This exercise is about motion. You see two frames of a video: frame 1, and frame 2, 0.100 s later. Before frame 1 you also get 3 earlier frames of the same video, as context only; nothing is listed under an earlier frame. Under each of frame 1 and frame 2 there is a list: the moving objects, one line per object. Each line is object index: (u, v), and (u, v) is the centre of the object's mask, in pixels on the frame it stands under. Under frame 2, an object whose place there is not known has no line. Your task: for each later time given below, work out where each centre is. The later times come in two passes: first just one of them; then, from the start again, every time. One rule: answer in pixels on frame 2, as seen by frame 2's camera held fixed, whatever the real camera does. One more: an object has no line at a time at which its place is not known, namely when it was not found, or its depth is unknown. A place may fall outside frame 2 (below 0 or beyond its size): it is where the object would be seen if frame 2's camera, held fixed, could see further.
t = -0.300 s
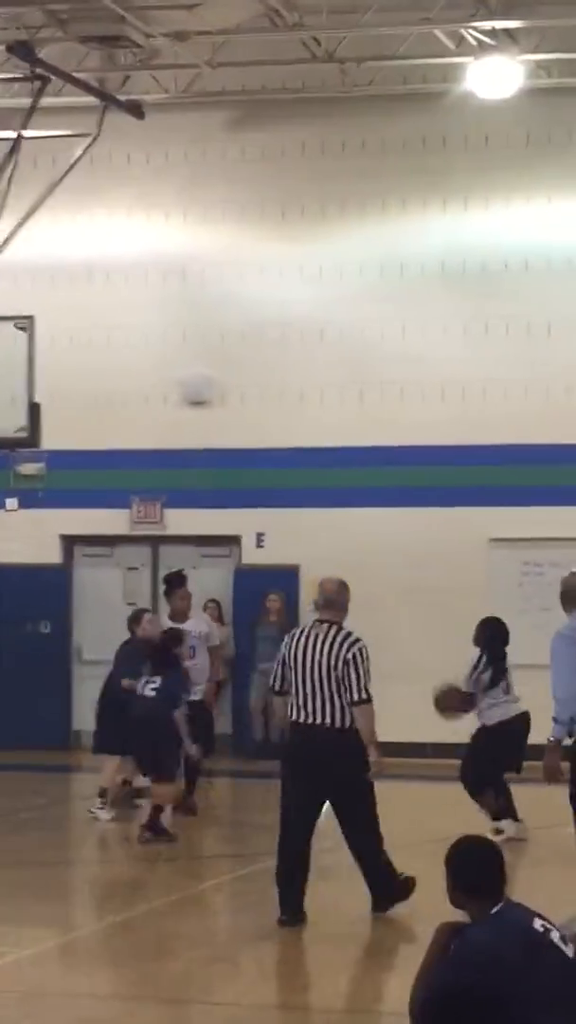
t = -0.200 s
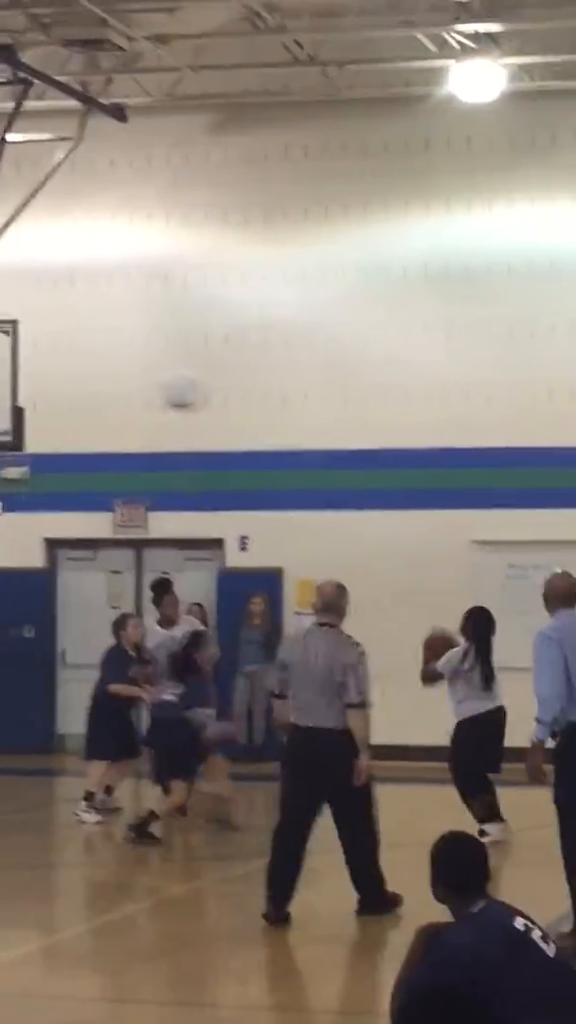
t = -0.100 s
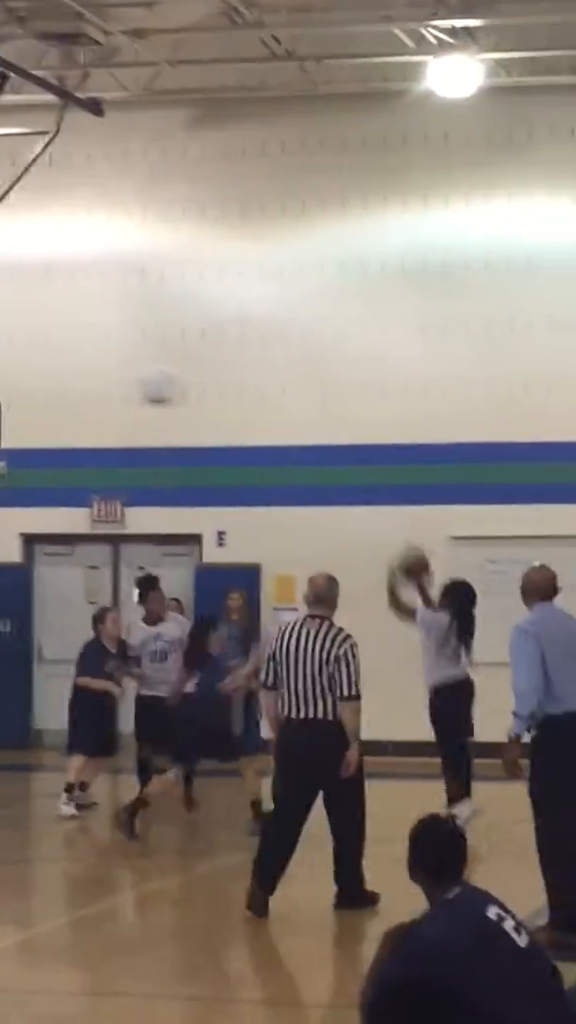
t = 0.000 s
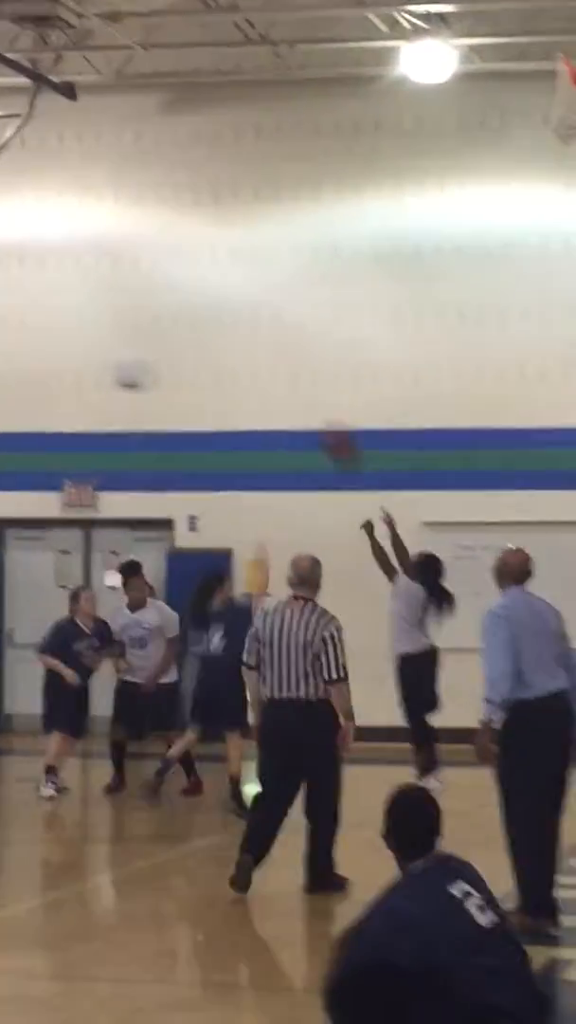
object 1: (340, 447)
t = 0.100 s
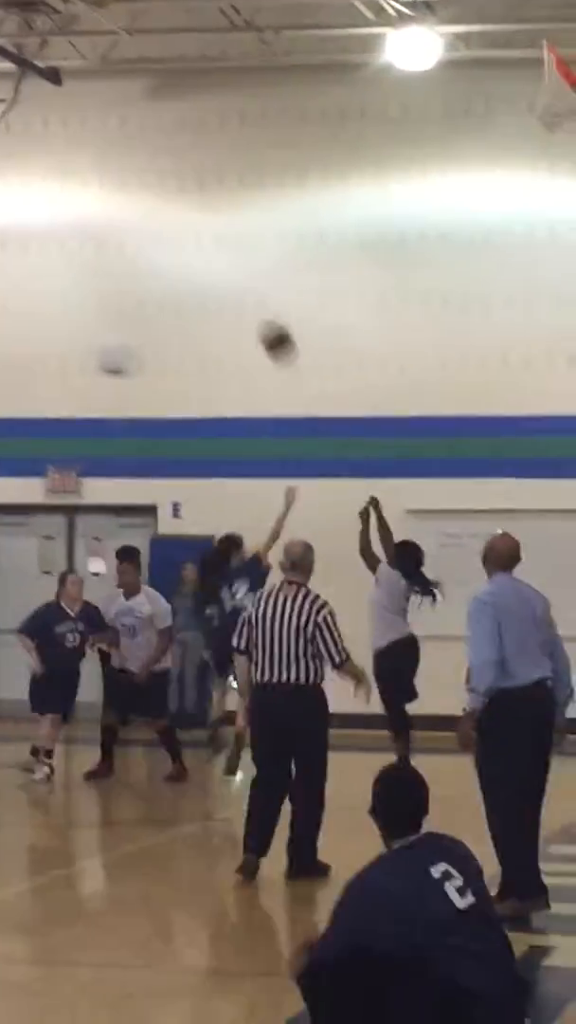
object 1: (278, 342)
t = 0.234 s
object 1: (217, 245)
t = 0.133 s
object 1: (262, 315)
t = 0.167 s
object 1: (246, 289)
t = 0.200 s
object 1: (231, 266)
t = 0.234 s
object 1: (217, 245)
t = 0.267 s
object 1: (202, 227)
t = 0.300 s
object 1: (188, 210)
